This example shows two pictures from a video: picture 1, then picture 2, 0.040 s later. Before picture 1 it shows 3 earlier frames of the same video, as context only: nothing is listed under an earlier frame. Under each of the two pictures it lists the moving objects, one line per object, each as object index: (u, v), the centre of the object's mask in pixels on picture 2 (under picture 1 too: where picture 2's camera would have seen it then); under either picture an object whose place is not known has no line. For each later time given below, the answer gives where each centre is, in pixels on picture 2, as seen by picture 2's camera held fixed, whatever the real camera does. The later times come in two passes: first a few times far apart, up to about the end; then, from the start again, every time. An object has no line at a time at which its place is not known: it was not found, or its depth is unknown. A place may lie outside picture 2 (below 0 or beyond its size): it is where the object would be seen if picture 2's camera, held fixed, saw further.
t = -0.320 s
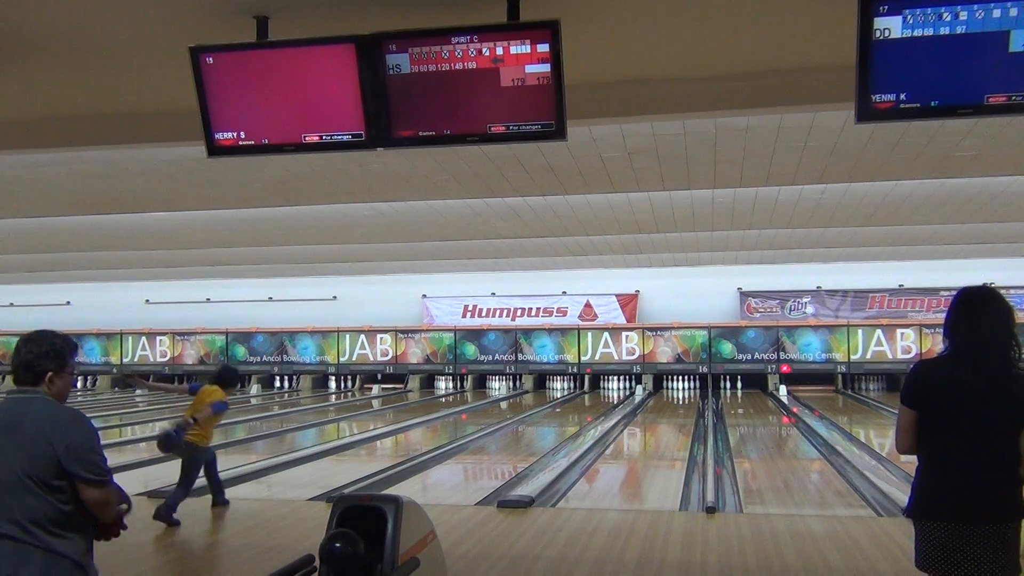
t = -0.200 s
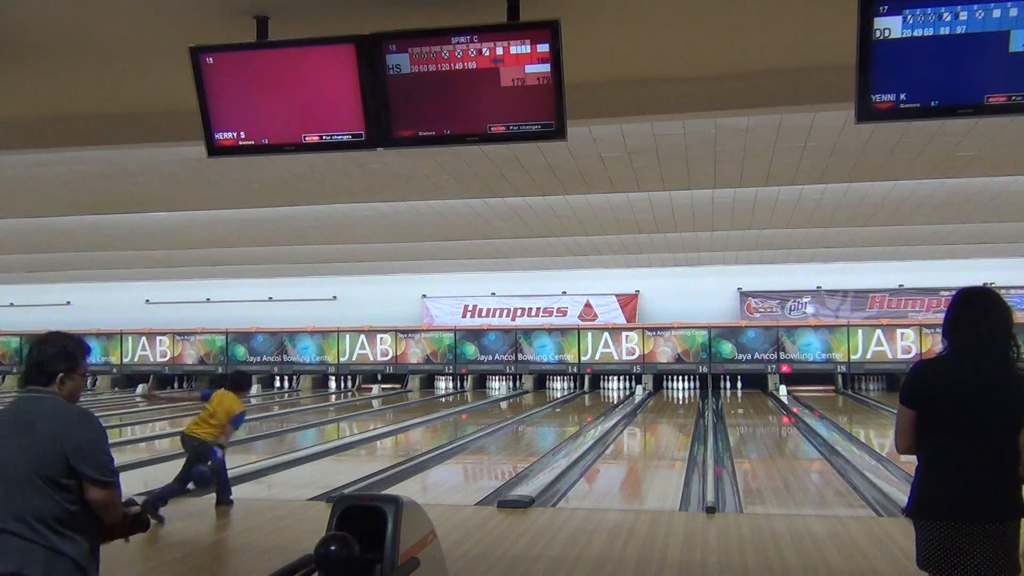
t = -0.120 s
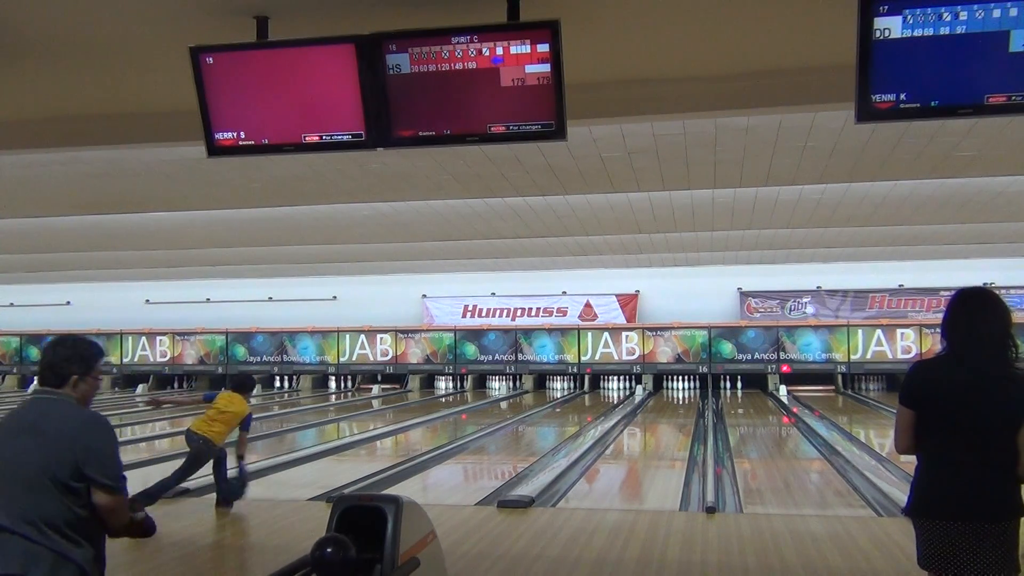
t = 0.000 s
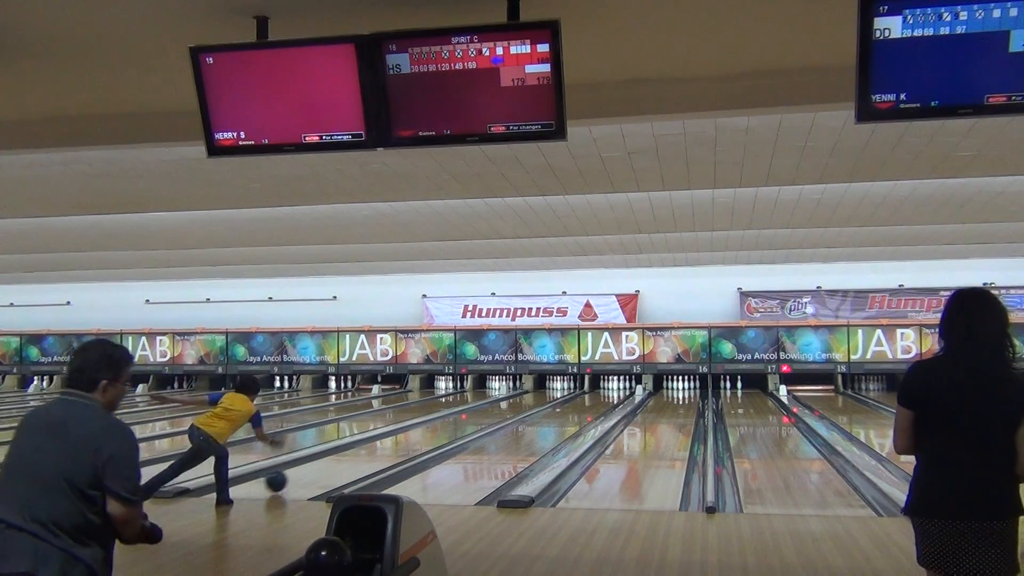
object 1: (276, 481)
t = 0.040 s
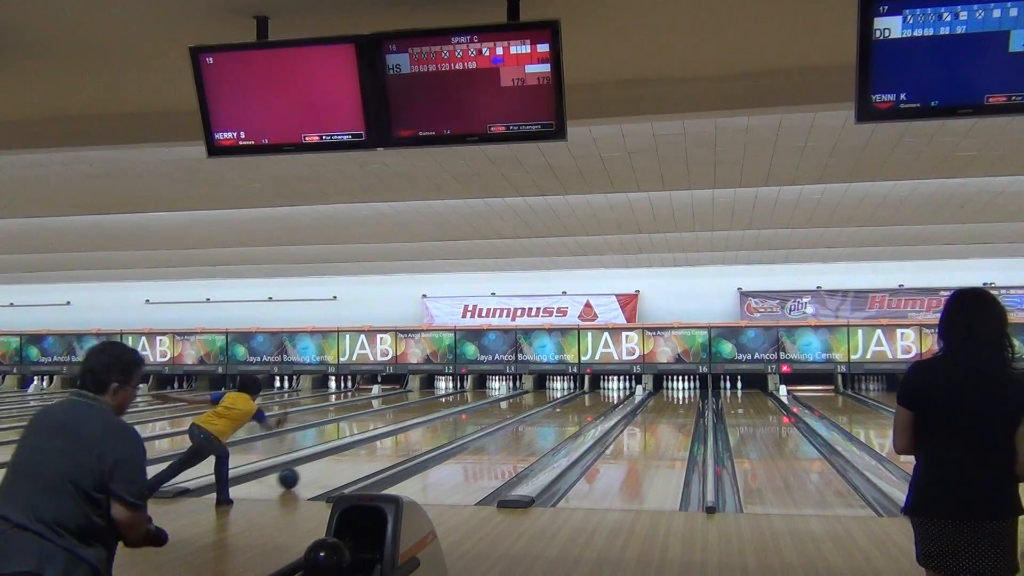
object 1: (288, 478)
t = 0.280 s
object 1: (351, 458)
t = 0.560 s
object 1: (404, 442)
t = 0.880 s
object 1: (449, 428)
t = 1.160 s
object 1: (479, 419)
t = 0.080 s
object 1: (300, 474)
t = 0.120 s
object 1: (311, 471)
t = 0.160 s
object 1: (322, 468)
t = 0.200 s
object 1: (332, 464)
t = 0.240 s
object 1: (341, 459)
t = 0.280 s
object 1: (351, 458)
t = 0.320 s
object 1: (359, 455)
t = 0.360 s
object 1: (367, 453)
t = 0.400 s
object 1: (375, 451)
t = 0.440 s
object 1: (383, 448)
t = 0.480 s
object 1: (391, 446)
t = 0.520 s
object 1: (398, 444)
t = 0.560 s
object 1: (404, 442)
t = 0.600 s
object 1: (411, 440)
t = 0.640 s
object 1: (417, 438)
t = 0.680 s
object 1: (422, 436)
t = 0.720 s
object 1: (428, 434)
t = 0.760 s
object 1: (434, 433)
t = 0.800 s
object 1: (439, 431)
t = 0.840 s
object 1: (444, 430)
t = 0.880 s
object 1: (449, 428)
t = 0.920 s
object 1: (454, 426)
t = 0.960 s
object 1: (459, 425)
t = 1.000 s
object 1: (463, 424)
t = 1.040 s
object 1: (467, 423)
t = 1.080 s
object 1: (471, 421)
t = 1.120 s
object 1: (475, 420)
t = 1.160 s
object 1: (479, 419)
